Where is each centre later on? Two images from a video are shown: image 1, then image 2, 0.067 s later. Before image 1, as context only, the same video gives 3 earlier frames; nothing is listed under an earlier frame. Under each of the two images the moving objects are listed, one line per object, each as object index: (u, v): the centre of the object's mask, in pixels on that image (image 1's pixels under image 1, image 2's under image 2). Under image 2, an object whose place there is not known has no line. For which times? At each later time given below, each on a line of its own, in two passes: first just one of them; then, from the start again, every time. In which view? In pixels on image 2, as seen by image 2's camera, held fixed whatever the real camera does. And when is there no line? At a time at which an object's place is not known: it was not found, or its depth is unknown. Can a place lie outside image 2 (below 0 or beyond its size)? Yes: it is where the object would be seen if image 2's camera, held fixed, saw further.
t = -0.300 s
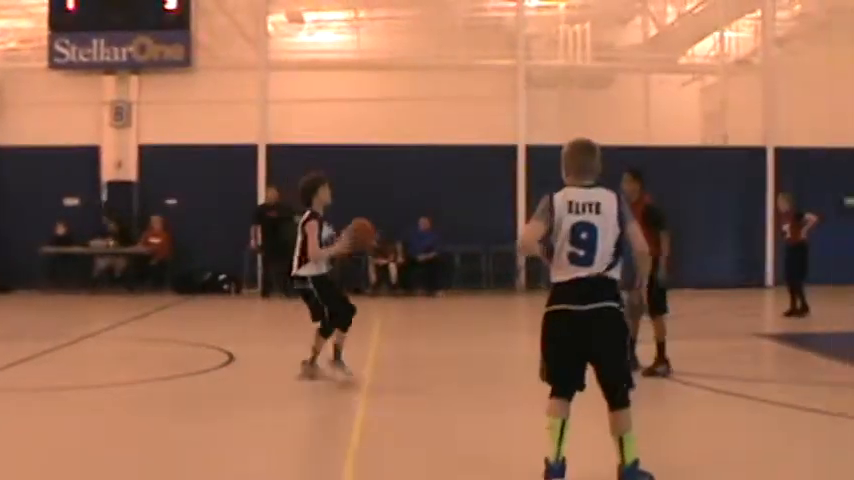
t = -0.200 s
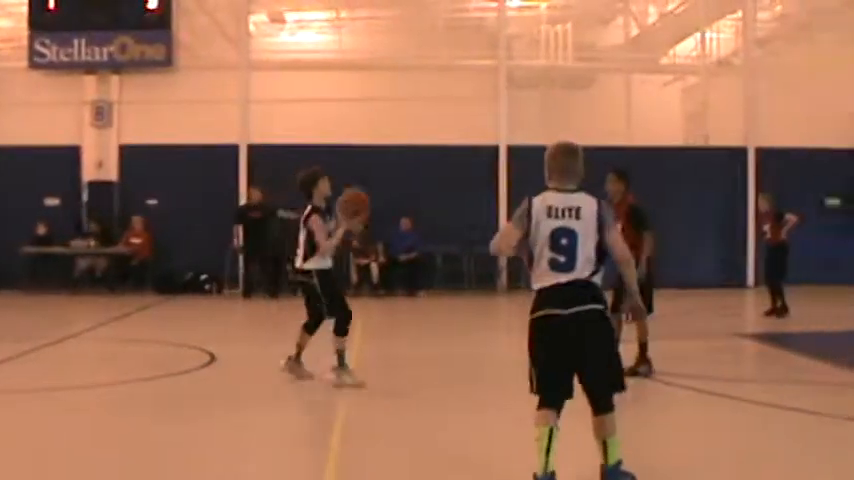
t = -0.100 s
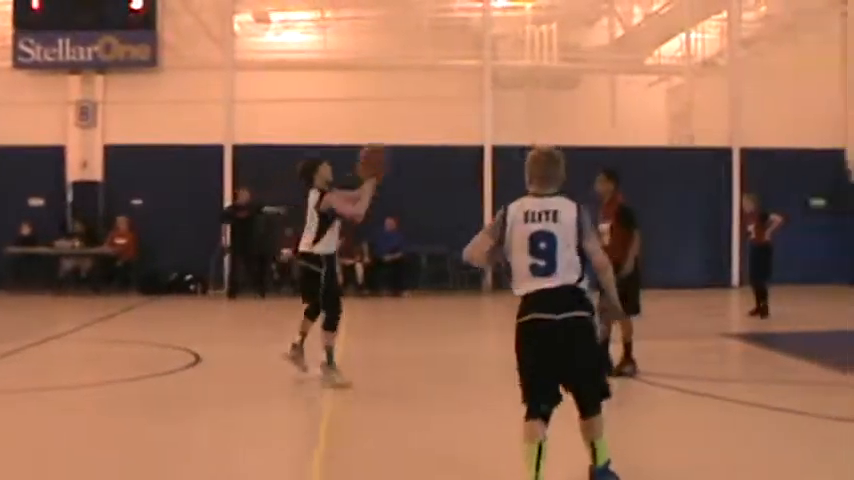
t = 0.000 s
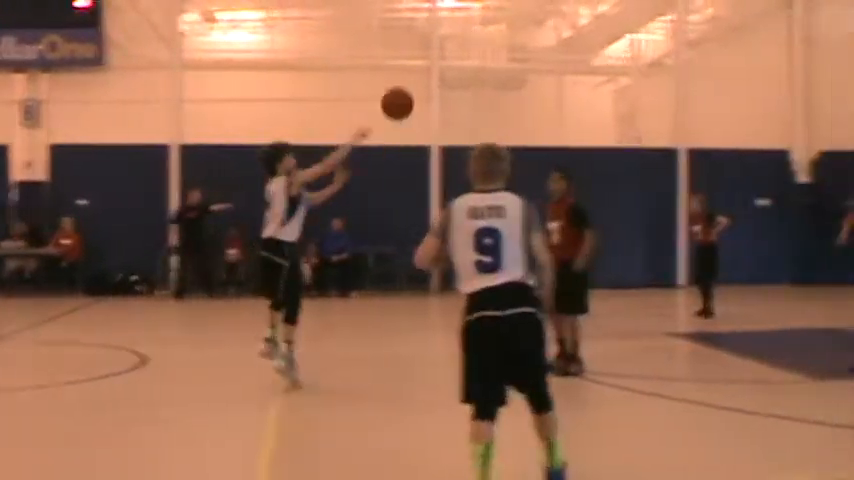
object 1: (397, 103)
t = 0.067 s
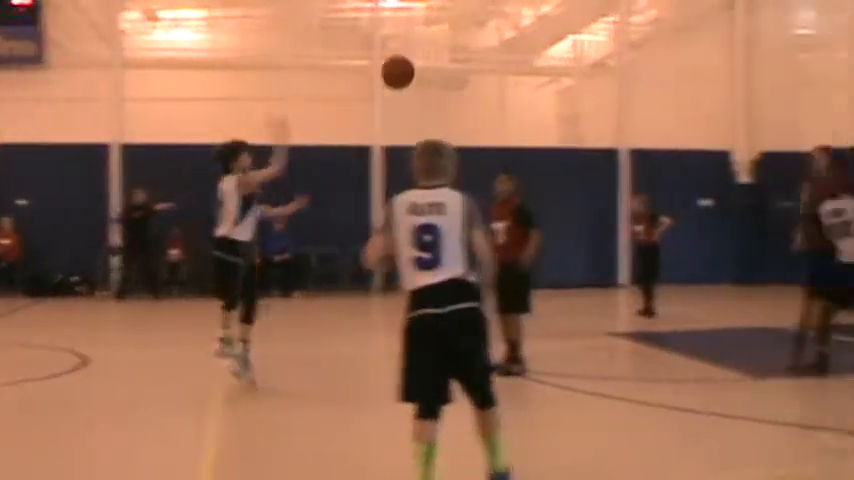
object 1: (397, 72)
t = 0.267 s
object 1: (568, 17)
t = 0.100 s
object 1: (425, 59)
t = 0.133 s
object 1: (454, 47)
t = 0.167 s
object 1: (483, 37)
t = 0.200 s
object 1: (512, 28)
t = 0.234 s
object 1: (539, 22)
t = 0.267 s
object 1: (568, 17)
